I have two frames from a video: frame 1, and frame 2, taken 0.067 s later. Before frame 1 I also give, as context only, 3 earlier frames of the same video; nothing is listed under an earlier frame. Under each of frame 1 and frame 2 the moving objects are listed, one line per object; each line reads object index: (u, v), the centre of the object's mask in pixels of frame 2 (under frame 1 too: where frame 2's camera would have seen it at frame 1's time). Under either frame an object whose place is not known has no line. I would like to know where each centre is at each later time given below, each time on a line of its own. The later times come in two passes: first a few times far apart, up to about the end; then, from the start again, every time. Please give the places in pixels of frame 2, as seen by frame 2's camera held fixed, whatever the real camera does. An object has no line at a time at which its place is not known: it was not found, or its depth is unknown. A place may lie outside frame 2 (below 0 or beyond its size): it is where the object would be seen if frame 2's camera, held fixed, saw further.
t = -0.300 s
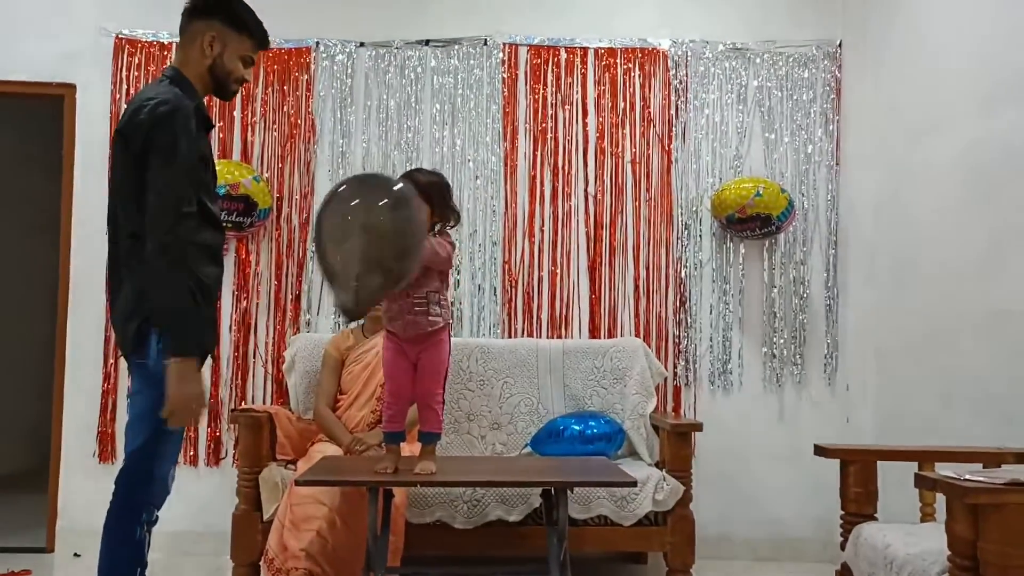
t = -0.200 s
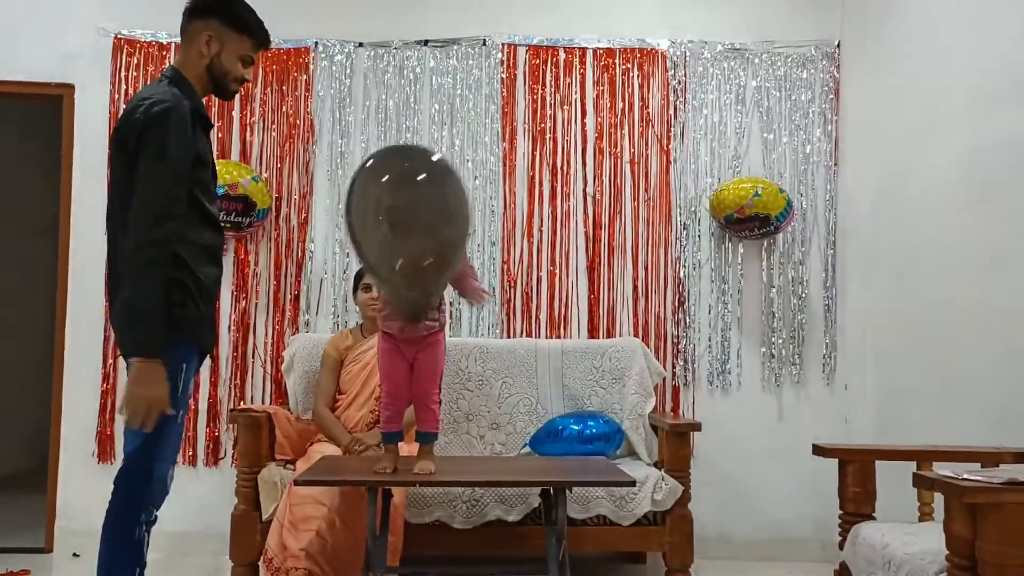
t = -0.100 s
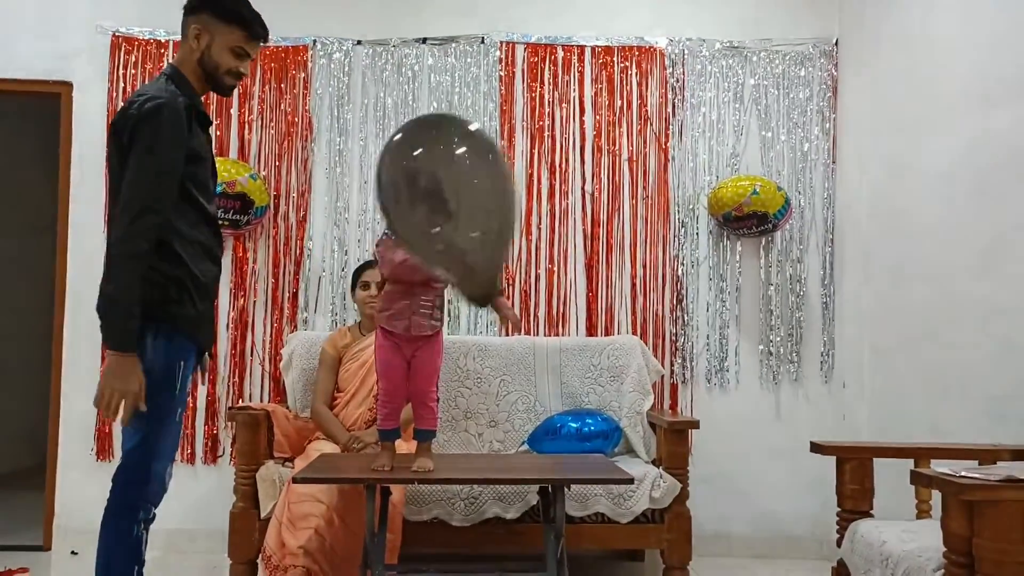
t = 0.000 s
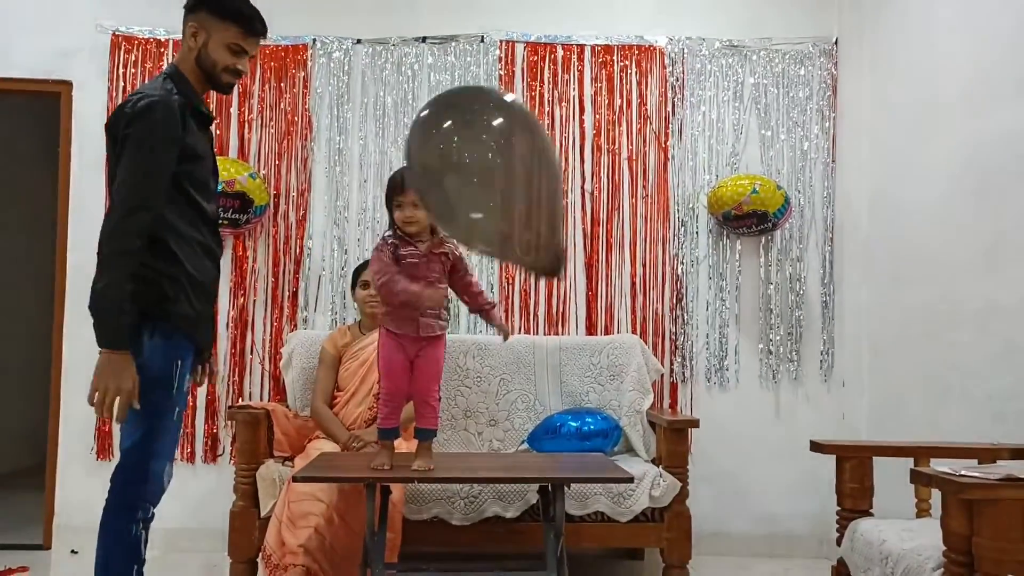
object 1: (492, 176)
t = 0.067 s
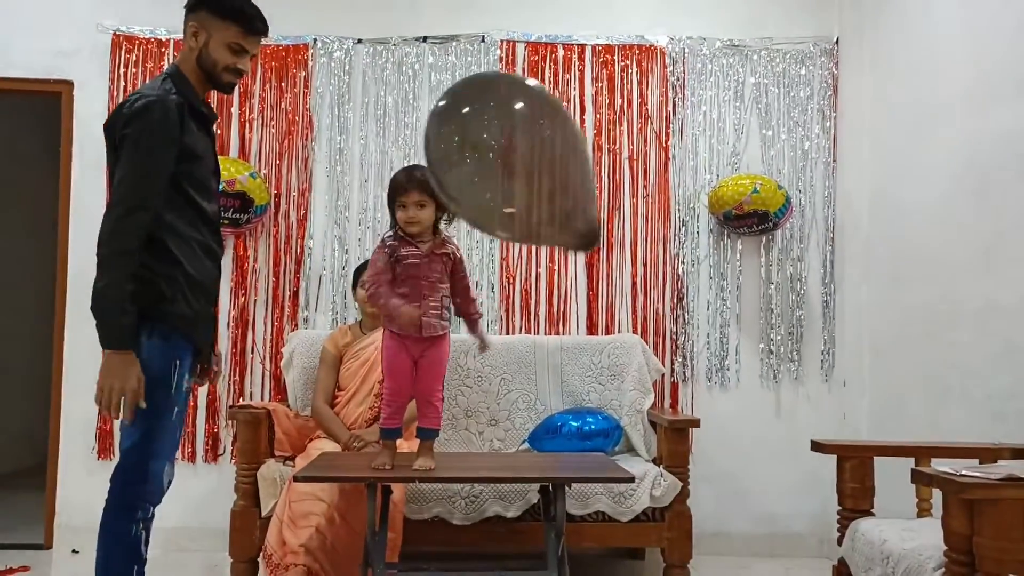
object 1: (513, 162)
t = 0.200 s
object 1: (546, 143)
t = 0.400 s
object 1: (597, 148)
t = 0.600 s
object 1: (653, 176)
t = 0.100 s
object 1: (522, 156)
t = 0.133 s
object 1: (530, 150)
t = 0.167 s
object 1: (538, 145)
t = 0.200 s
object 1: (546, 143)
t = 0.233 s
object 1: (554, 142)
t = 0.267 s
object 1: (563, 141)
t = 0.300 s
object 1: (572, 142)
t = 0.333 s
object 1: (580, 143)
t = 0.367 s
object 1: (589, 145)
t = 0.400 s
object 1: (597, 148)
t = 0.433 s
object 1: (605, 151)
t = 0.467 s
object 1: (614, 155)
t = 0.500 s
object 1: (623, 159)
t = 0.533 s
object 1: (633, 163)
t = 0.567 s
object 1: (643, 169)
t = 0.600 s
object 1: (653, 176)
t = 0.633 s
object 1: (666, 182)
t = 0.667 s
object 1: (678, 188)
